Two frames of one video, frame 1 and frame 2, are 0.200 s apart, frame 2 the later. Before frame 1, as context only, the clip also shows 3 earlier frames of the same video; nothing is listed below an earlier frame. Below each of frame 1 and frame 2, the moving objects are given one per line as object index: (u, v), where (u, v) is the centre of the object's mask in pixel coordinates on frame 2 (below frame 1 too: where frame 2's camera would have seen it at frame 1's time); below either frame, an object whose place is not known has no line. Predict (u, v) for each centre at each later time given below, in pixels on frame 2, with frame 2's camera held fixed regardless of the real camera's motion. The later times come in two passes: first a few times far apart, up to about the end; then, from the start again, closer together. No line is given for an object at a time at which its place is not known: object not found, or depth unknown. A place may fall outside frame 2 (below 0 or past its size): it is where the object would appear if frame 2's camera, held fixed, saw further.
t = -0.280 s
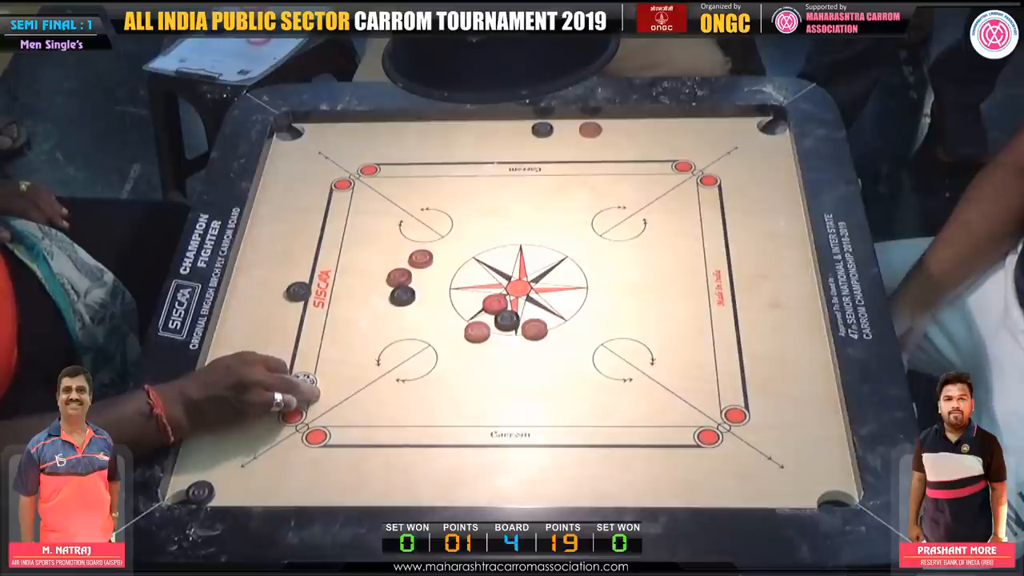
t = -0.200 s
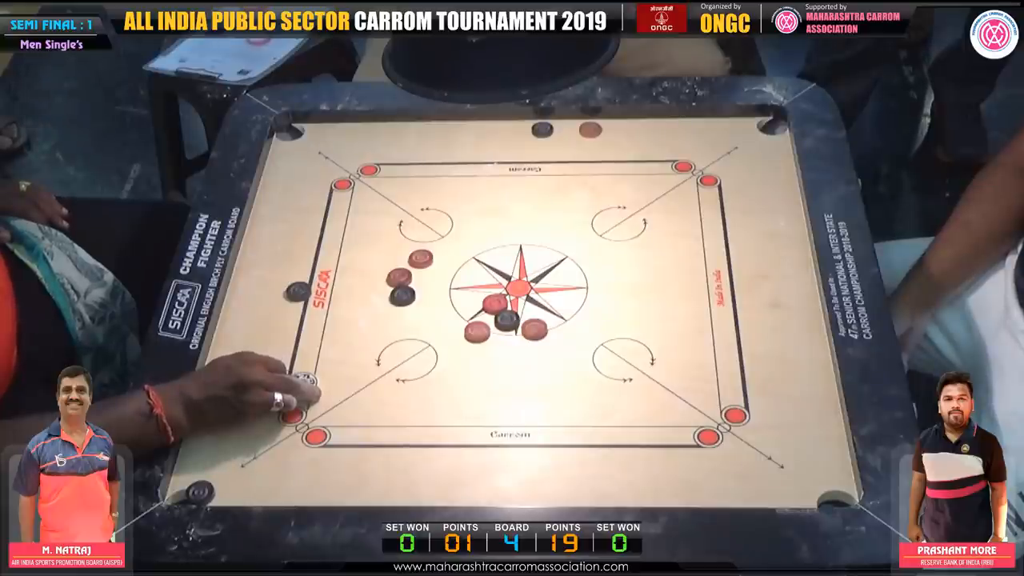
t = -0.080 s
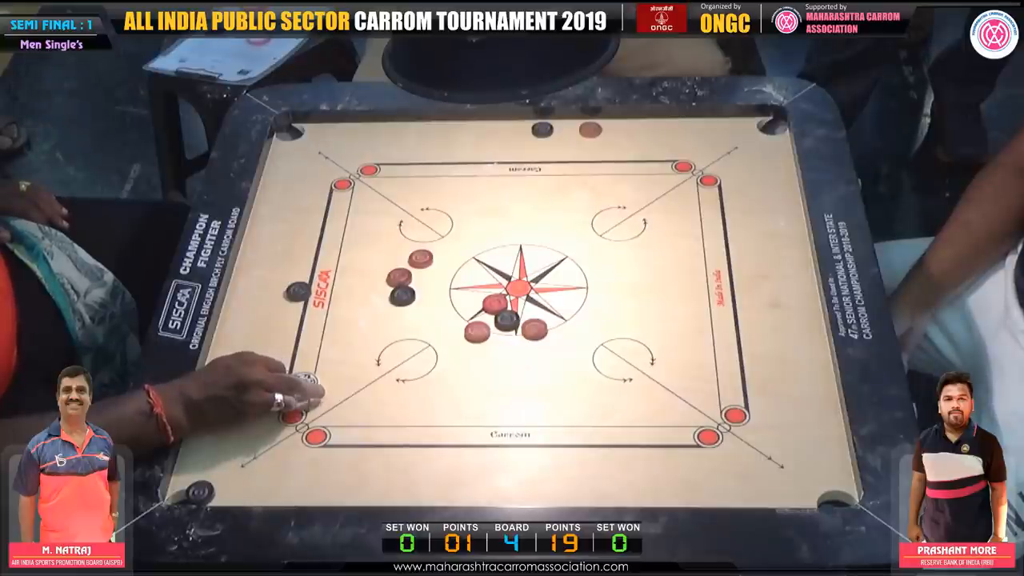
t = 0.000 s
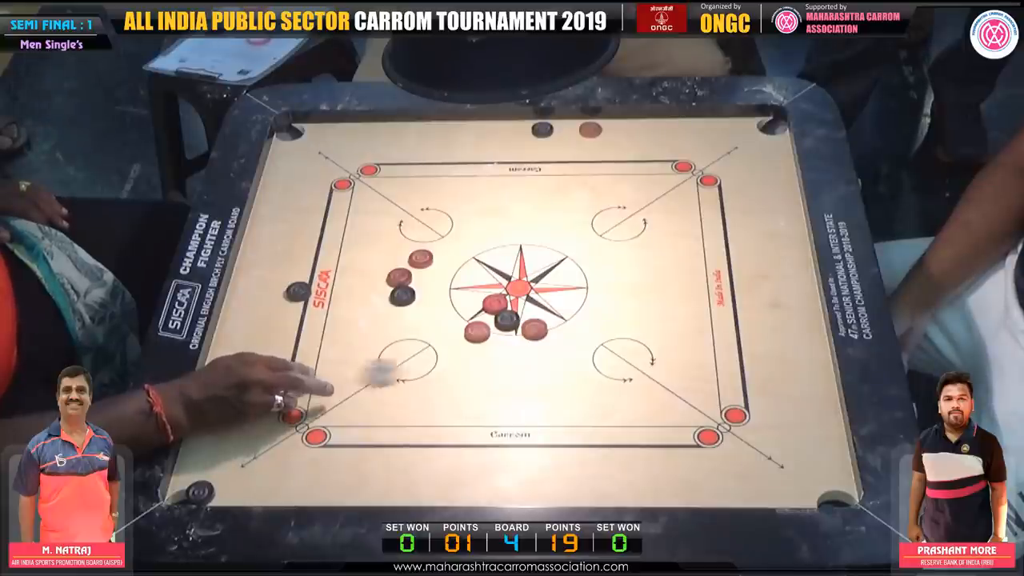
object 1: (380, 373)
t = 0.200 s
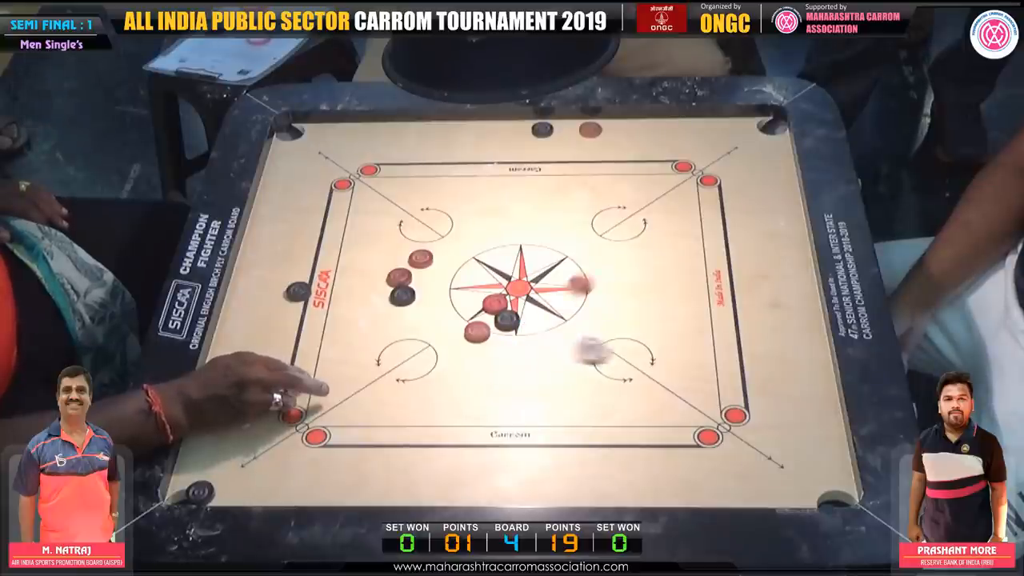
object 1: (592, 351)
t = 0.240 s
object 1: (625, 352)
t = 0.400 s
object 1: (741, 355)
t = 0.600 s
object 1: (781, 359)
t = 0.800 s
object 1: (712, 362)
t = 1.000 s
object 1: (679, 364)
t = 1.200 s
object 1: (677, 364)
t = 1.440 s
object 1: (676, 364)
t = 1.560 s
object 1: (677, 364)
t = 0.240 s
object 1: (625, 352)
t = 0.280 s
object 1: (656, 353)
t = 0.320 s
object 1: (686, 353)
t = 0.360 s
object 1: (714, 354)
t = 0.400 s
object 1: (741, 355)
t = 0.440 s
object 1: (767, 357)
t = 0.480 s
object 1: (791, 357)
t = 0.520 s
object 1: (812, 358)
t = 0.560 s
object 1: (798, 358)
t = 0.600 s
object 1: (781, 359)
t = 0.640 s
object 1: (765, 360)
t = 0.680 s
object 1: (749, 361)
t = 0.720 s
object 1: (736, 361)
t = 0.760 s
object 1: (723, 362)
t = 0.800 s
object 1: (712, 362)
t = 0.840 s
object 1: (703, 363)
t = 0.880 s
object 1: (695, 363)
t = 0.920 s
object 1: (689, 364)
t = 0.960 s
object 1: (683, 364)
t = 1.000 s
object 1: (679, 364)
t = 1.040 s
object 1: (677, 364)
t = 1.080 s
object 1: (677, 364)
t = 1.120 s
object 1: (677, 364)
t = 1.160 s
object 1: (677, 364)
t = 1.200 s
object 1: (677, 364)
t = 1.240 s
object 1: (677, 364)
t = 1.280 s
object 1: (677, 364)
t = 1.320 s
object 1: (677, 364)
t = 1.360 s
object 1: (676, 364)
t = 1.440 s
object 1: (676, 364)
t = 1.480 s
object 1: (677, 364)
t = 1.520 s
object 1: (677, 364)
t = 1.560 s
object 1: (677, 364)
